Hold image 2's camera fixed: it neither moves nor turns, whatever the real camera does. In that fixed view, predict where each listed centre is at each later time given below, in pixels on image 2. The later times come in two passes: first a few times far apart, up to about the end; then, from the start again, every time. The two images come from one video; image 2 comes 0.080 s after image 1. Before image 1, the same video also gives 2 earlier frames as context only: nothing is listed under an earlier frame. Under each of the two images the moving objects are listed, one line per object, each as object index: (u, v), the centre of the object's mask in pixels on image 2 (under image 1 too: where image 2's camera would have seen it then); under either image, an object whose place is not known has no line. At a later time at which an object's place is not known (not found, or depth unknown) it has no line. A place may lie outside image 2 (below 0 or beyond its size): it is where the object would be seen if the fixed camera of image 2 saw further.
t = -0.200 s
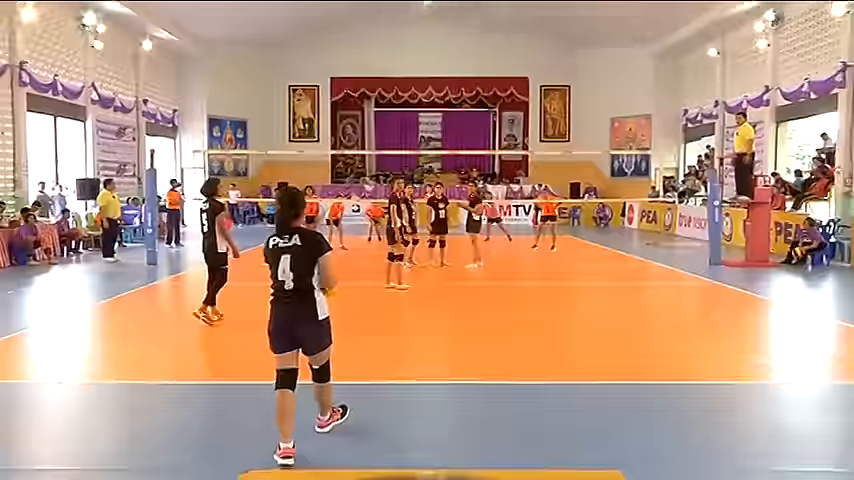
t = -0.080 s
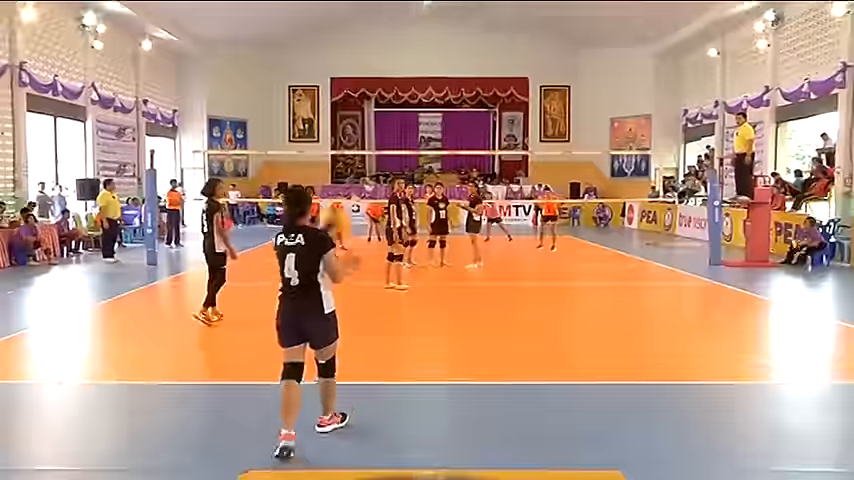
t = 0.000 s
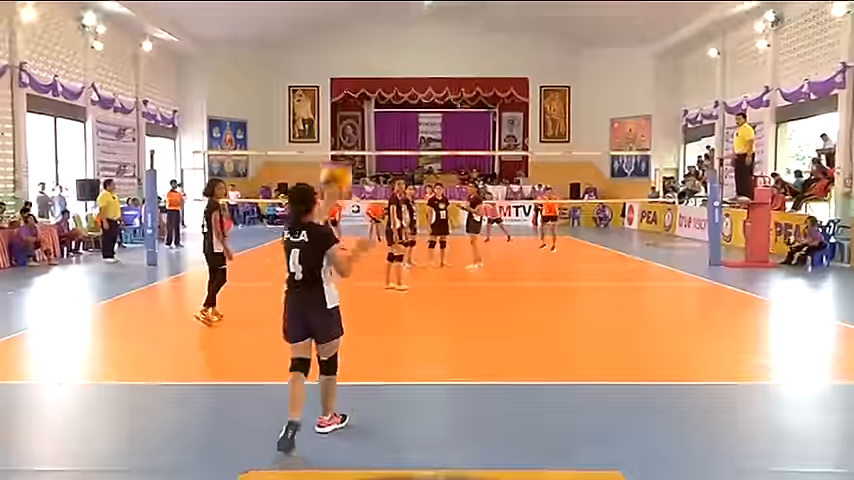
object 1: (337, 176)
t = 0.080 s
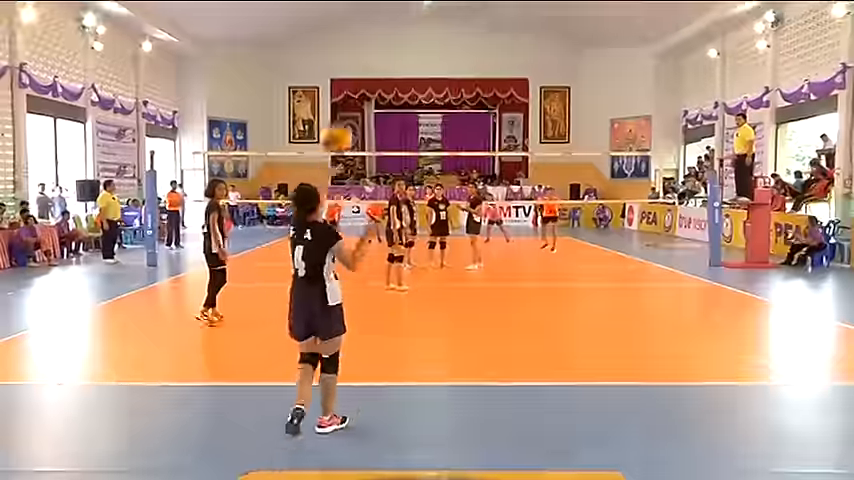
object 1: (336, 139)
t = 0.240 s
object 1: (337, 85)
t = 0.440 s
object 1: (338, 72)
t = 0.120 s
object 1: (336, 122)
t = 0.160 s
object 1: (337, 107)
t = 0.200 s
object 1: (337, 94)
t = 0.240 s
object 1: (337, 85)
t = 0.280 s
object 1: (337, 78)
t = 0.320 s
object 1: (338, 73)
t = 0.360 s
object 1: (338, 70)
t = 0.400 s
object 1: (338, 70)
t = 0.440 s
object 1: (338, 72)
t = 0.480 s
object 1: (338, 76)
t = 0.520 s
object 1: (339, 82)
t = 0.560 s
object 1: (339, 92)
